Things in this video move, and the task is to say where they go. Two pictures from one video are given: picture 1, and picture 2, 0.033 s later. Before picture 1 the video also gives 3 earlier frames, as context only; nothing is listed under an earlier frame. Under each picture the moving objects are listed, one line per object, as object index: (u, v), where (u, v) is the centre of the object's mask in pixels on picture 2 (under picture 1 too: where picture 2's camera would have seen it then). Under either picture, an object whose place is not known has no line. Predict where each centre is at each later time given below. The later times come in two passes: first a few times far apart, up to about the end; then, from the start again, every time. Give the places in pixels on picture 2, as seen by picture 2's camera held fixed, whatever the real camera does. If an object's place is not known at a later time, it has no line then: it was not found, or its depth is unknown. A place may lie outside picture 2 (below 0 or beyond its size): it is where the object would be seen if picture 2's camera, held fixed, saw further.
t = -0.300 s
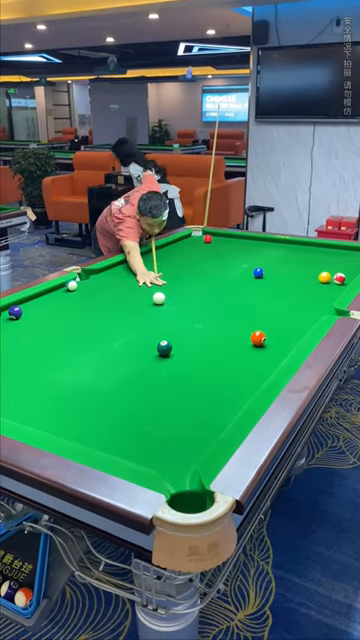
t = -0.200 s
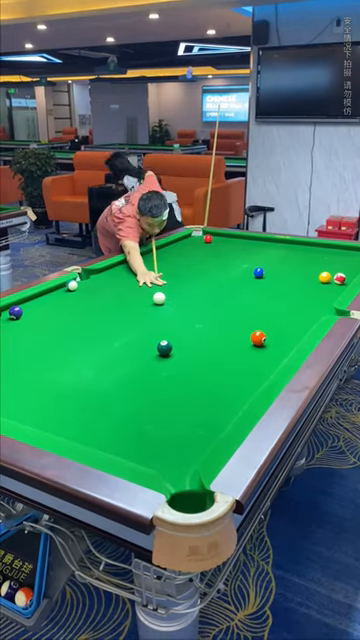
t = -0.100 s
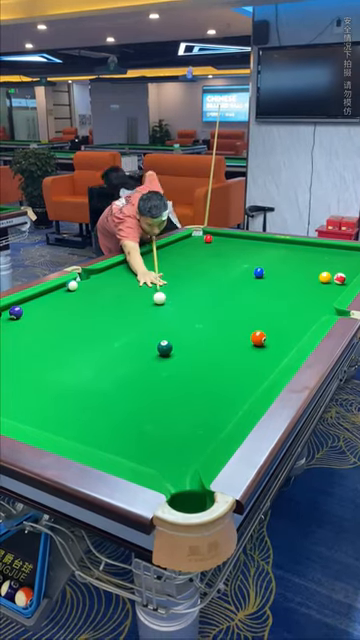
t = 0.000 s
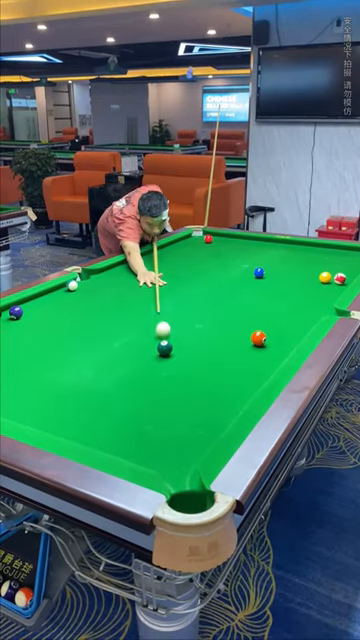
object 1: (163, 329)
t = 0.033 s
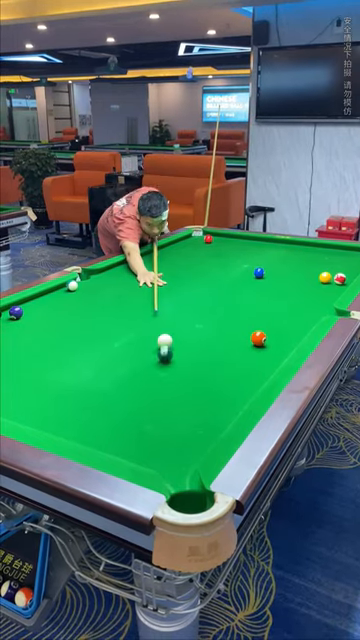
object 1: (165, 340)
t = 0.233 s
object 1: (168, 338)
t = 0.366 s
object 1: (170, 334)
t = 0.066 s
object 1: (165, 341)
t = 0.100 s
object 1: (166, 341)
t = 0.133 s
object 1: (167, 341)
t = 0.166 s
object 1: (167, 340)
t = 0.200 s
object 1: (168, 339)
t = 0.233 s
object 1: (168, 338)
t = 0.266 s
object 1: (169, 337)
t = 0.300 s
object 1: (169, 336)
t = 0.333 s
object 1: (169, 335)
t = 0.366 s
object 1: (170, 334)
